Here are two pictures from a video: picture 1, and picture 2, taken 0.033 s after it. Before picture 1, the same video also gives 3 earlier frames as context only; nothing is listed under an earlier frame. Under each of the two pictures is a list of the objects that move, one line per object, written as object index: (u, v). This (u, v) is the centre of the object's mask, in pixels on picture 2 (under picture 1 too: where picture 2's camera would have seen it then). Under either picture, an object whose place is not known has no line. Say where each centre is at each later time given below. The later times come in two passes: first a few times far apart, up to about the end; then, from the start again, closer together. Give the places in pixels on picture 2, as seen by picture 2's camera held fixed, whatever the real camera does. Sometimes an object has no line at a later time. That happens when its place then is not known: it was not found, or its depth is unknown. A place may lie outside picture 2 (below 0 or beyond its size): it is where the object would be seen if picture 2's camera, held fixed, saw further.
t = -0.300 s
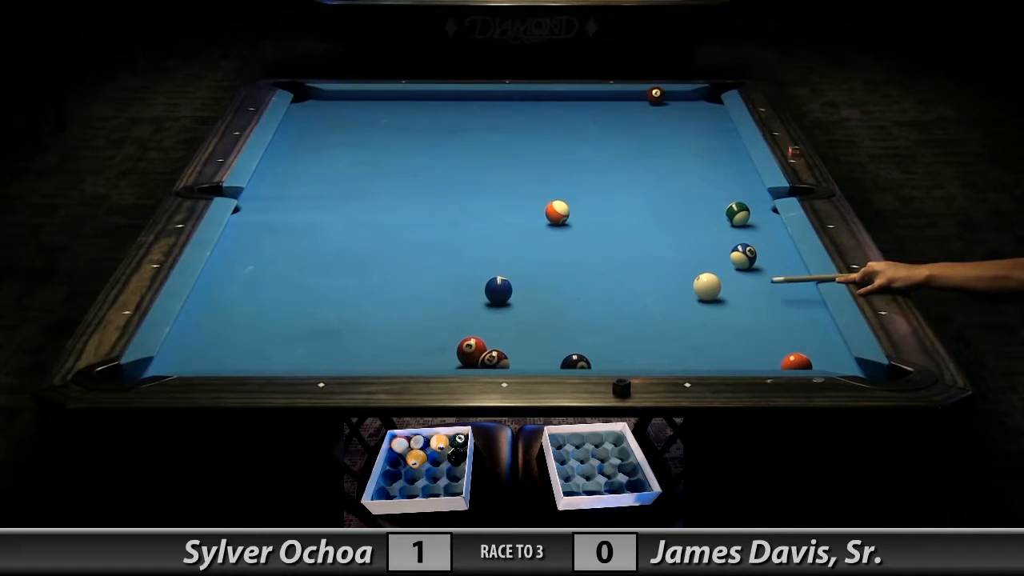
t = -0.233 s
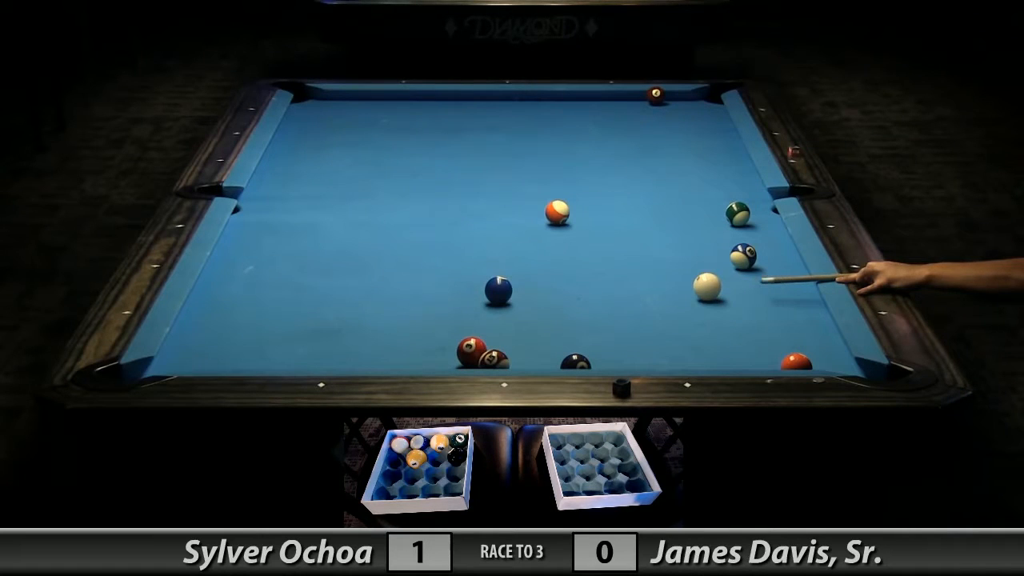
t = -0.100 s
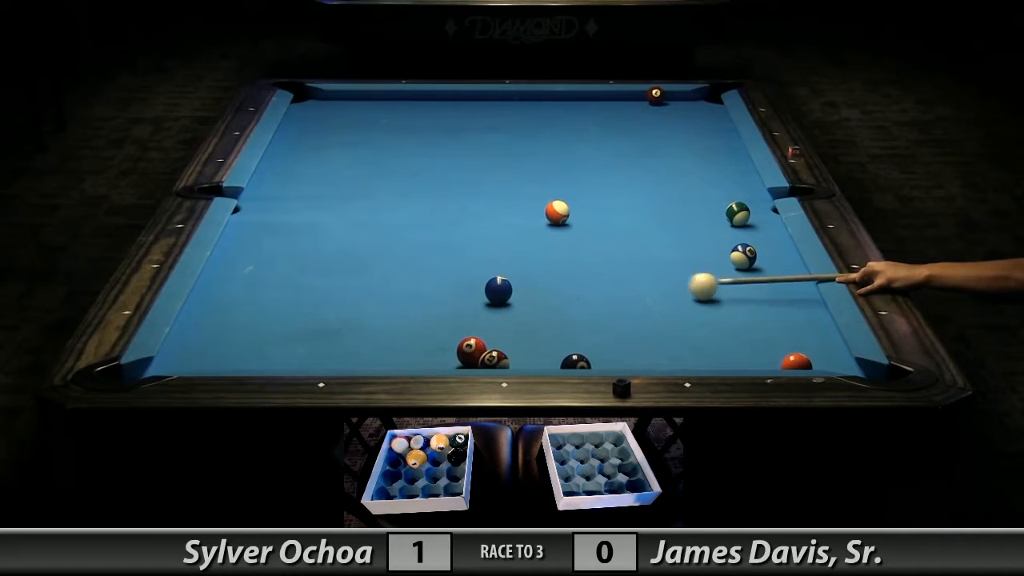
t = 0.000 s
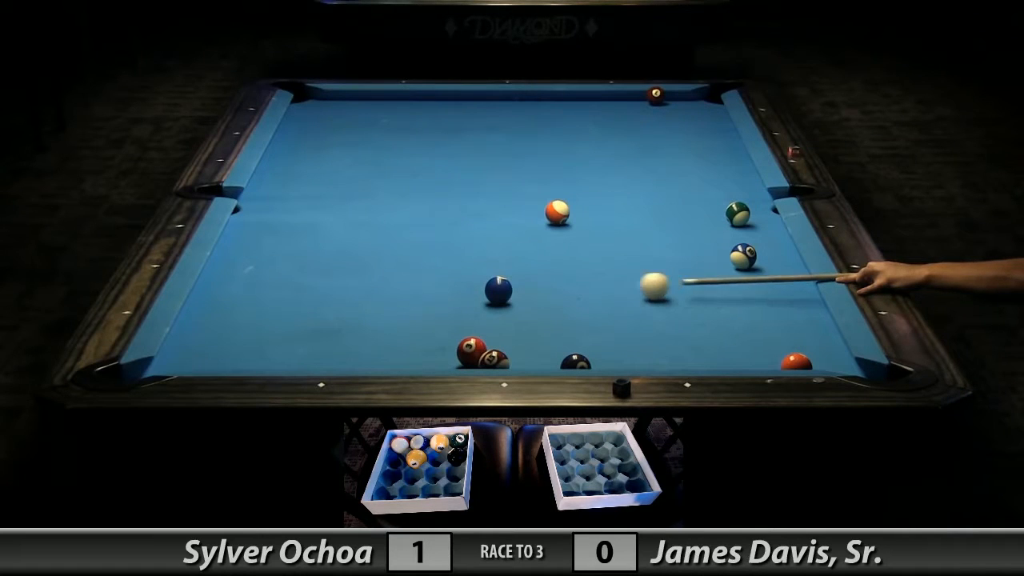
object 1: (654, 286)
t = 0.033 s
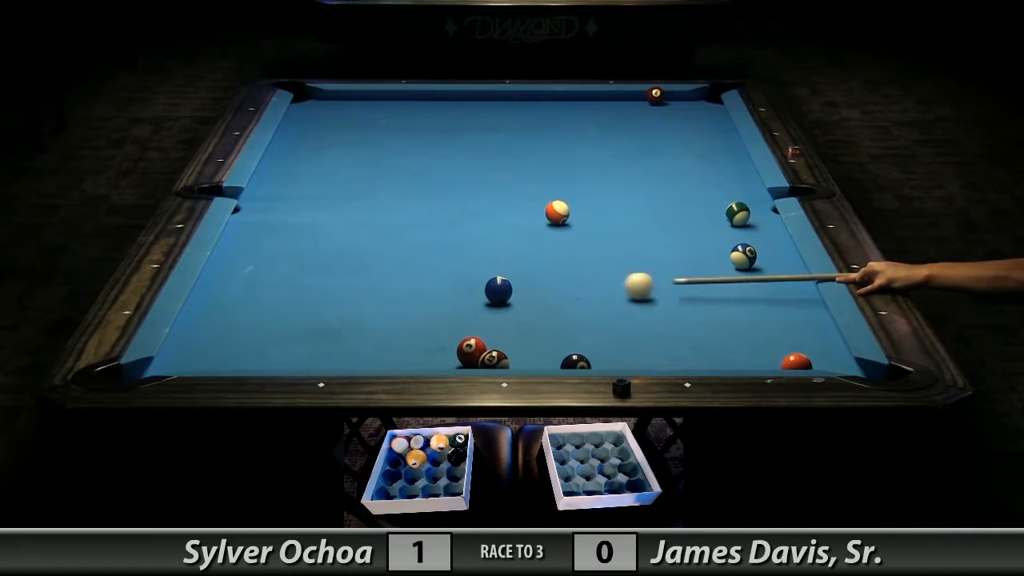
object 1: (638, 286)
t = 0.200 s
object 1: (562, 285)
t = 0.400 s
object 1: (494, 278)
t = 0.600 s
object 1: (445, 270)
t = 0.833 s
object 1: (391, 260)
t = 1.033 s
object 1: (348, 252)
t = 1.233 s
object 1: (307, 244)
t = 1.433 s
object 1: (268, 236)
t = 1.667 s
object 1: (242, 229)
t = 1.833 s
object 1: (265, 225)
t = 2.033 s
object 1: (289, 221)
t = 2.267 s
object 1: (316, 217)
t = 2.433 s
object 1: (333, 214)
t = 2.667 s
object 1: (356, 211)
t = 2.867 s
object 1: (373, 207)
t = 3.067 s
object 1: (390, 205)
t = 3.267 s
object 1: (405, 202)
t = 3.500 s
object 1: (421, 200)
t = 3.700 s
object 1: (433, 198)
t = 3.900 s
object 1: (444, 196)
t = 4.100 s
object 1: (453, 194)
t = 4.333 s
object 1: (462, 192)
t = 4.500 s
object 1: (468, 191)
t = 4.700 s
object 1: (474, 190)
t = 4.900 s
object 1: (478, 189)
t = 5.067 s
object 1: (481, 189)
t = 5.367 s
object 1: (484, 188)
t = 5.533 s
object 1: (484, 188)
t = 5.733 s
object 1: (484, 188)
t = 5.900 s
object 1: (484, 188)
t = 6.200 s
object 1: (483, 188)
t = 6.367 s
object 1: (484, 188)
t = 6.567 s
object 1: (484, 188)
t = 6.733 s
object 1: (484, 188)
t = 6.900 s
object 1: (484, 188)
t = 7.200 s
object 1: (484, 188)
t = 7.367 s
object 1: (484, 188)
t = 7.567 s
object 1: (484, 188)
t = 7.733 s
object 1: (484, 188)
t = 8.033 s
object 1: (484, 188)
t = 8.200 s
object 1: (483, 188)
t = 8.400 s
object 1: (484, 188)
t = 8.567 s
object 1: (484, 188)
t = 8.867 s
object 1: (484, 188)
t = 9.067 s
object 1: (483, 188)
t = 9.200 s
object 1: (483, 188)
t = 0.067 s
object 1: (623, 286)
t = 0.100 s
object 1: (608, 285)
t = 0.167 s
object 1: (577, 285)
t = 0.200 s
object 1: (562, 285)
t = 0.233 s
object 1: (547, 285)
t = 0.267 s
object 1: (532, 285)
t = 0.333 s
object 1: (511, 282)
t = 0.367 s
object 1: (503, 280)
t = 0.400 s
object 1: (494, 278)
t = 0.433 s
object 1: (486, 277)
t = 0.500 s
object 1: (469, 274)
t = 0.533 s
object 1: (461, 272)
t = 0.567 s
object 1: (452, 271)
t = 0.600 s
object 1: (445, 270)
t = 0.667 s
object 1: (429, 267)
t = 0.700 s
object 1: (421, 265)
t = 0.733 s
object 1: (414, 264)
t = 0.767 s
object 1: (406, 262)
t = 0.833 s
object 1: (391, 260)
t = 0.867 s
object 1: (384, 258)
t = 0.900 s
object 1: (377, 257)
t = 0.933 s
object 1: (369, 255)
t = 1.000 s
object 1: (355, 253)
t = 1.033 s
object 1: (348, 252)
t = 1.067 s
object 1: (341, 250)
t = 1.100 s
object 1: (334, 249)
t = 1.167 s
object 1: (320, 246)
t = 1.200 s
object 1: (313, 245)
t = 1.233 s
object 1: (307, 244)
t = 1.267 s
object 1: (300, 242)
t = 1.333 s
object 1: (287, 240)
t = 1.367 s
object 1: (280, 239)
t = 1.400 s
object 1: (274, 238)
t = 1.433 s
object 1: (268, 236)
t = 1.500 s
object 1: (255, 234)
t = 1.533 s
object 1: (249, 233)
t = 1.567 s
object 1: (243, 232)
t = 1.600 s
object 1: (237, 231)
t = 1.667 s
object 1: (242, 229)
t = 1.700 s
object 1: (247, 228)
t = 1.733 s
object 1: (251, 227)
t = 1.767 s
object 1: (256, 227)
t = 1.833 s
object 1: (265, 225)
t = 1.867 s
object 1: (269, 225)
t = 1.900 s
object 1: (273, 224)
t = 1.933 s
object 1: (277, 223)
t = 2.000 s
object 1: (285, 222)
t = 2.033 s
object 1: (289, 221)
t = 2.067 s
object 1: (293, 221)
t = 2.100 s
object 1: (297, 220)
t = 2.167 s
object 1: (305, 219)
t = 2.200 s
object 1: (308, 218)
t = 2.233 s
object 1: (312, 218)
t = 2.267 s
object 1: (316, 217)
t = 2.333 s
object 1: (323, 216)
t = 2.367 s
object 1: (326, 215)
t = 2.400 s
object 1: (330, 215)
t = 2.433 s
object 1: (333, 214)
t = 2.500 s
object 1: (340, 213)
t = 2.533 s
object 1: (343, 212)
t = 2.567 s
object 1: (346, 212)
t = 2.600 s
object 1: (349, 211)
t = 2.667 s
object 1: (356, 211)
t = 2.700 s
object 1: (359, 210)
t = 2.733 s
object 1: (362, 210)
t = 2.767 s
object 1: (365, 209)
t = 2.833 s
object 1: (371, 208)
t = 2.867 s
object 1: (373, 207)
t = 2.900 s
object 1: (377, 207)
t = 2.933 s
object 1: (379, 207)
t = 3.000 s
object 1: (385, 206)
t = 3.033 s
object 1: (387, 205)
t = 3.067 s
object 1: (390, 205)
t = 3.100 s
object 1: (393, 204)
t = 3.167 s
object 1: (398, 204)
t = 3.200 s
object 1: (400, 203)
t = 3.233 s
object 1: (403, 203)
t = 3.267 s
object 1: (405, 202)
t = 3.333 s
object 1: (410, 202)
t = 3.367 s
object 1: (412, 201)
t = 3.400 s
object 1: (415, 201)
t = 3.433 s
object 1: (417, 200)
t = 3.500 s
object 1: (421, 200)
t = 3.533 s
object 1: (423, 199)
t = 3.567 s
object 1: (425, 199)
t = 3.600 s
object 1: (427, 199)
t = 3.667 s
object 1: (431, 198)
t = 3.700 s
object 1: (433, 198)
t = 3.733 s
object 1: (435, 198)
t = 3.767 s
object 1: (437, 197)
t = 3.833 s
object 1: (440, 196)
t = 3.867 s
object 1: (442, 196)
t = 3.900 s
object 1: (444, 196)
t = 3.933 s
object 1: (446, 196)
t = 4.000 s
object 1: (449, 195)
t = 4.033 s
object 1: (450, 195)
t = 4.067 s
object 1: (452, 194)
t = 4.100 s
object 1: (453, 194)
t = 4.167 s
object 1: (456, 194)
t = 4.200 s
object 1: (457, 193)
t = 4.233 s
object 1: (459, 193)
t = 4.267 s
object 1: (460, 193)
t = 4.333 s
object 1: (462, 192)
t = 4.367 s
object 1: (464, 192)
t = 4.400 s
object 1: (465, 192)
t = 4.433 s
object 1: (466, 192)
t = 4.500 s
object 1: (468, 191)
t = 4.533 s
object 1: (469, 191)
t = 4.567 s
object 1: (470, 191)
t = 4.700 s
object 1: (474, 190)
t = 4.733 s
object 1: (475, 190)
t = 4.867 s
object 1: (478, 190)
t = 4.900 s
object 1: (478, 189)
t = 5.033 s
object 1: (480, 189)
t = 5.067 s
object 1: (481, 189)
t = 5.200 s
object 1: (483, 188)
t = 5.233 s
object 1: (483, 188)
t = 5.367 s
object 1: (484, 188)
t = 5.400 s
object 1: (484, 188)
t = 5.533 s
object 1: (484, 188)
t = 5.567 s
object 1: (484, 188)
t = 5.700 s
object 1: (484, 188)
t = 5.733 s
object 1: (484, 188)
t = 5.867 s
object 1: (484, 188)
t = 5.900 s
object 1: (484, 188)
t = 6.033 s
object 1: (483, 188)
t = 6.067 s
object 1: (484, 188)
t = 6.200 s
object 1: (483, 188)
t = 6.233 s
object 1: (483, 188)
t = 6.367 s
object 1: (484, 188)
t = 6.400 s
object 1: (484, 188)
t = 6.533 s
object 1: (484, 188)
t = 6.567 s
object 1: (484, 188)
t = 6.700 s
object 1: (484, 188)
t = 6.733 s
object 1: (484, 188)
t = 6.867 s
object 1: (484, 188)
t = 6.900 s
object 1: (484, 188)
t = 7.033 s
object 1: (484, 188)
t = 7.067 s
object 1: (484, 188)
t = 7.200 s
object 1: (484, 188)
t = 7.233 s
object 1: (484, 188)
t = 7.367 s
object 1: (484, 188)
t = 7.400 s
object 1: (484, 188)
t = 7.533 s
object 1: (484, 188)
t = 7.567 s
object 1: (484, 188)
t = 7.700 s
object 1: (484, 188)
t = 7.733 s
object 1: (484, 188)
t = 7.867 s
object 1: (484, 188)
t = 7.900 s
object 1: (484, 188)
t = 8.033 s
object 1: (484, 188)
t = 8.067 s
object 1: (484, 188)
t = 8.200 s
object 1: (483, 188)
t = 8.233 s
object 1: (483, 188)
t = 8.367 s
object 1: (484, 188)
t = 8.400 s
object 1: (484, 188)
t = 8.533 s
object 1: (483, 188)
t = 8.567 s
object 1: (484, 188)
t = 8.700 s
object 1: (483, 188)
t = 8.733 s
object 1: (483, 188)
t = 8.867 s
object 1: (484, 188)
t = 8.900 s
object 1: (484, 188)
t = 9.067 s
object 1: (483, 188)
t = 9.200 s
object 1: (483, 188)
